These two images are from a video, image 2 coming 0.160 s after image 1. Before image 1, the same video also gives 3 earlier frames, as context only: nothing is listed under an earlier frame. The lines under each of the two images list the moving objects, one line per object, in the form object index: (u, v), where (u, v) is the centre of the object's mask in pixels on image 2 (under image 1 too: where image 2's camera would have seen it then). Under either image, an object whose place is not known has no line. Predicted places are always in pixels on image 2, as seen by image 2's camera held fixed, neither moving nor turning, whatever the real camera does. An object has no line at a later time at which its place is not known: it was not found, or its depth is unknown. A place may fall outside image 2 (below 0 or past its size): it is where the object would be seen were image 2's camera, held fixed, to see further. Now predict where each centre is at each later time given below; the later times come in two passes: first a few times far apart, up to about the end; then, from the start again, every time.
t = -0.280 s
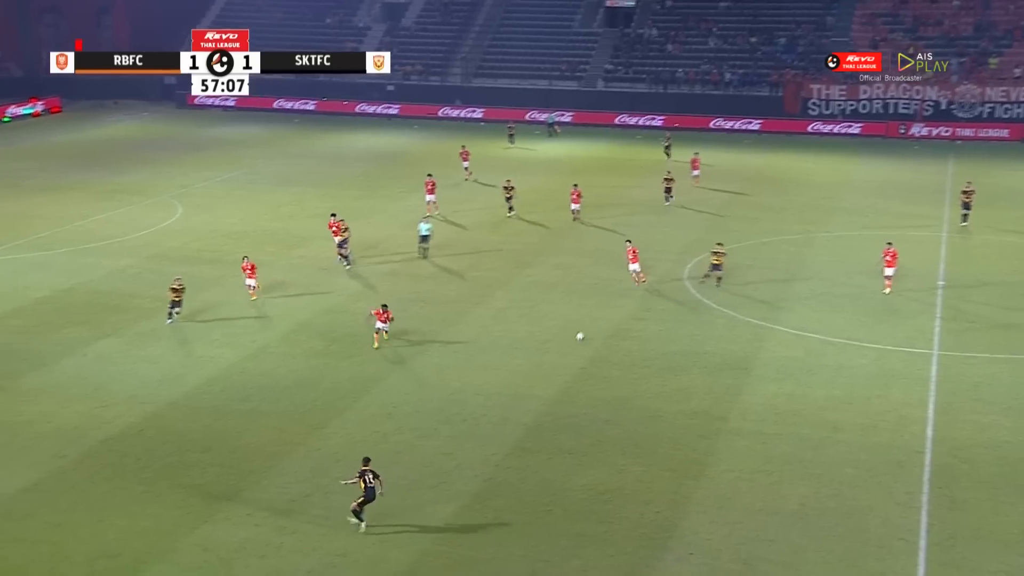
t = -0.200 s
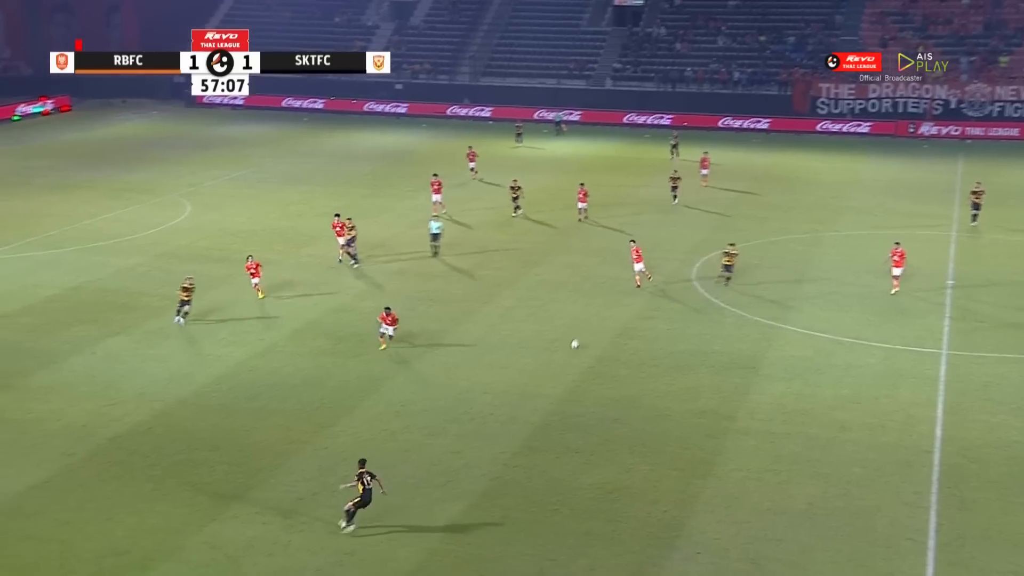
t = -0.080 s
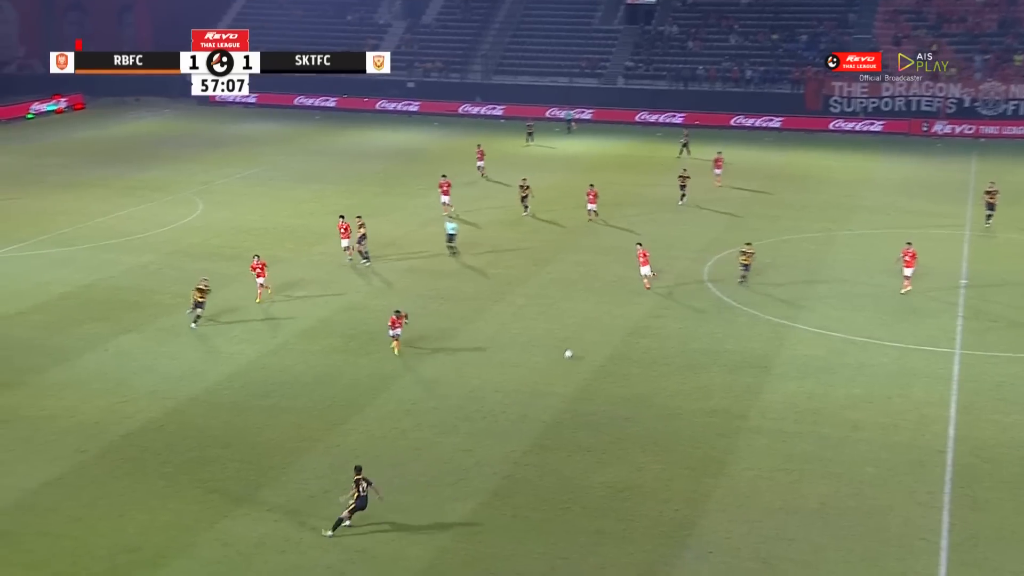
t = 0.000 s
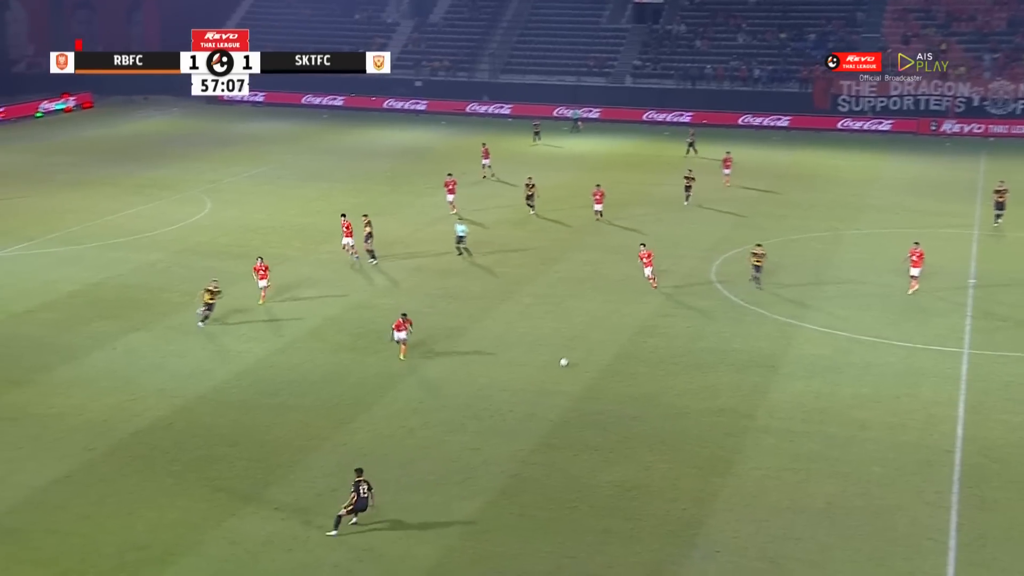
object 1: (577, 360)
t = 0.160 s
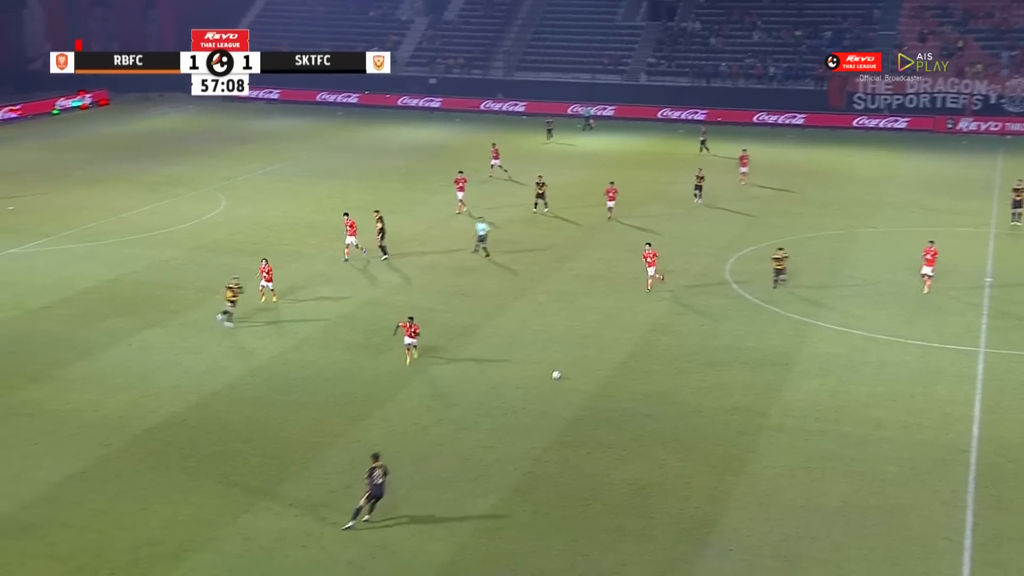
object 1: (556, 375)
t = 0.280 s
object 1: (538, 385)
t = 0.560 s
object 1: (497, 412)
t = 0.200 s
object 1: (550, 378)
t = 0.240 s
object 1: (544, 381)
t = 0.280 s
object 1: (538, 385)
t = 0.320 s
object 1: (533, 390)
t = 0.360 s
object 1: (526, 393)
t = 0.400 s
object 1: (521, 396)
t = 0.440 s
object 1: (515, 399)
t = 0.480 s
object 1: (509, 403)
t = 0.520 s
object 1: (503, 408)
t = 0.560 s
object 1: (497, 412)
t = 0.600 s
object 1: (491, 416)
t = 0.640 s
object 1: (485, 420)
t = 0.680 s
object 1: (478, 424)
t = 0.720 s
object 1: (472, 429)
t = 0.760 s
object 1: (466, 433)
